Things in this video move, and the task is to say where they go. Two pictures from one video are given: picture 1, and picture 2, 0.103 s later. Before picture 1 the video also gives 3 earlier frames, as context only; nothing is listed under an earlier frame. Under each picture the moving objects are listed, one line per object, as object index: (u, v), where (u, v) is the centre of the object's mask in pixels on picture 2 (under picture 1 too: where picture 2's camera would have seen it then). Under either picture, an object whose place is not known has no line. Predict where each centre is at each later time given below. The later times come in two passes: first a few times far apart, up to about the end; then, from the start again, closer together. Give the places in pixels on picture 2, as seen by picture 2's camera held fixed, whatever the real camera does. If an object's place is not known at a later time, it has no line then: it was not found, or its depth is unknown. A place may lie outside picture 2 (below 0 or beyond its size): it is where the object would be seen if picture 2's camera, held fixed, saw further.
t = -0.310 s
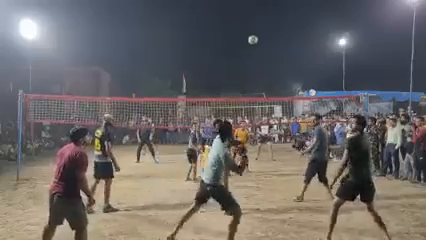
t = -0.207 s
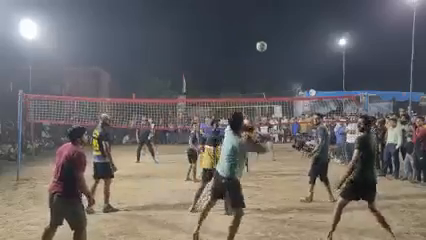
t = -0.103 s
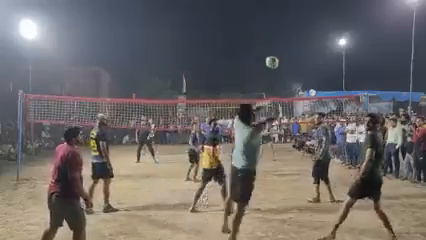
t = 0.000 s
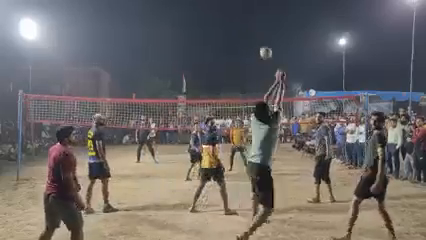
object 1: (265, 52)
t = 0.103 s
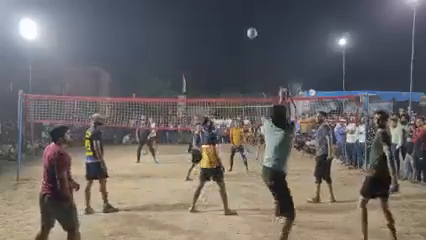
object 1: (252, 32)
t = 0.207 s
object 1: (242, 24)
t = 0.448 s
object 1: (229, 25)
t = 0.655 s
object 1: (222, 42)
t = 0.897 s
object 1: (218, 67)
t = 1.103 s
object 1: (216, 94)
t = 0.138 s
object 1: (248, 29)
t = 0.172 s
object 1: (245, 26)
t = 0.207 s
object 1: (242, 24)
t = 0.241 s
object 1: (239, 22)
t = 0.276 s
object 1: (237, 21)
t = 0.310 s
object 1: (235, 21)
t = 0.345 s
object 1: (233, 22)
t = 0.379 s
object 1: (232, 22)
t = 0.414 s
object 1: (230, 24)
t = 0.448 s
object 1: (229, 25)
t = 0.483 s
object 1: (227, 28)
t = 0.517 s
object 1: (226, 30)
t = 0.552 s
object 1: (224, 32)
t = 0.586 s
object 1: (223, 35)
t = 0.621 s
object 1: (223, 38)
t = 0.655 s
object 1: (222, 42)
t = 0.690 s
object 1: (221, 44)
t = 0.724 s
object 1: (220, 48)
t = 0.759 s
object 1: (220, 52)
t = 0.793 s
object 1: (219, 55)
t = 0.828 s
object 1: (219, 59)
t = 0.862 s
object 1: (218, 63)
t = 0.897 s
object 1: (218, 67)
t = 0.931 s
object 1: (217, 71)
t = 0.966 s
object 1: (217, 75)
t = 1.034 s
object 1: (216, 86)
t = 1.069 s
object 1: (216, 90)
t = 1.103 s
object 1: (216, 94)
